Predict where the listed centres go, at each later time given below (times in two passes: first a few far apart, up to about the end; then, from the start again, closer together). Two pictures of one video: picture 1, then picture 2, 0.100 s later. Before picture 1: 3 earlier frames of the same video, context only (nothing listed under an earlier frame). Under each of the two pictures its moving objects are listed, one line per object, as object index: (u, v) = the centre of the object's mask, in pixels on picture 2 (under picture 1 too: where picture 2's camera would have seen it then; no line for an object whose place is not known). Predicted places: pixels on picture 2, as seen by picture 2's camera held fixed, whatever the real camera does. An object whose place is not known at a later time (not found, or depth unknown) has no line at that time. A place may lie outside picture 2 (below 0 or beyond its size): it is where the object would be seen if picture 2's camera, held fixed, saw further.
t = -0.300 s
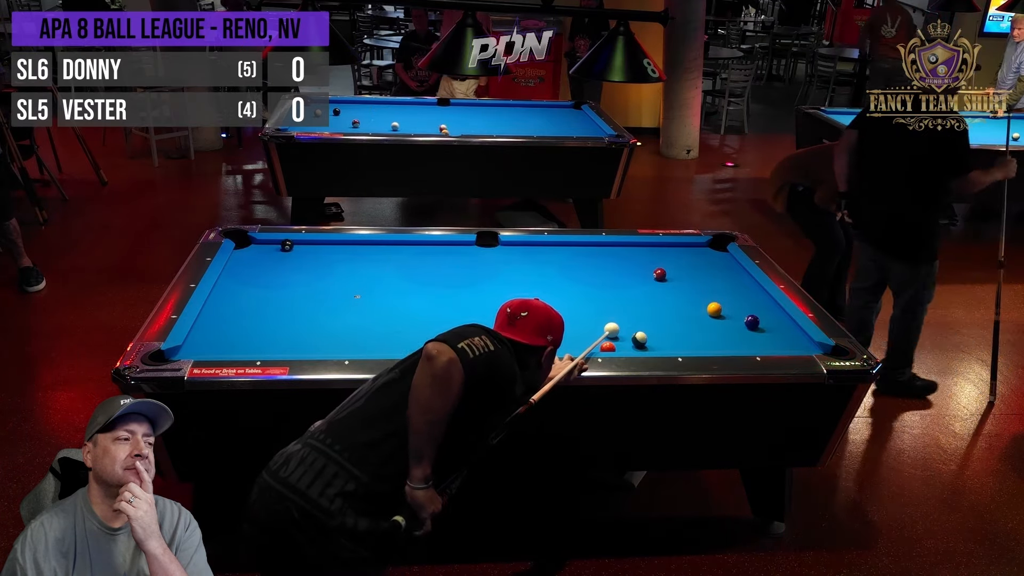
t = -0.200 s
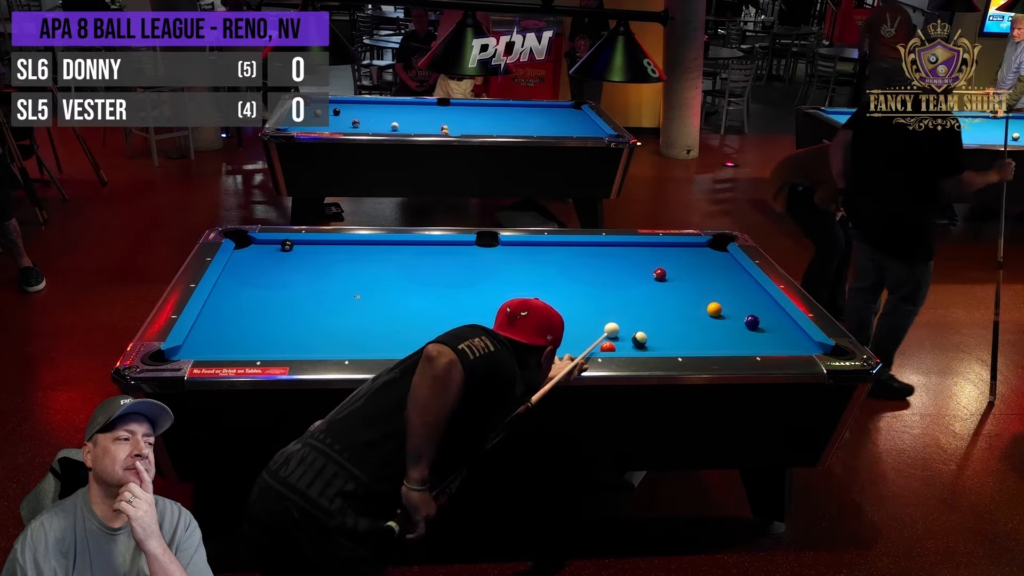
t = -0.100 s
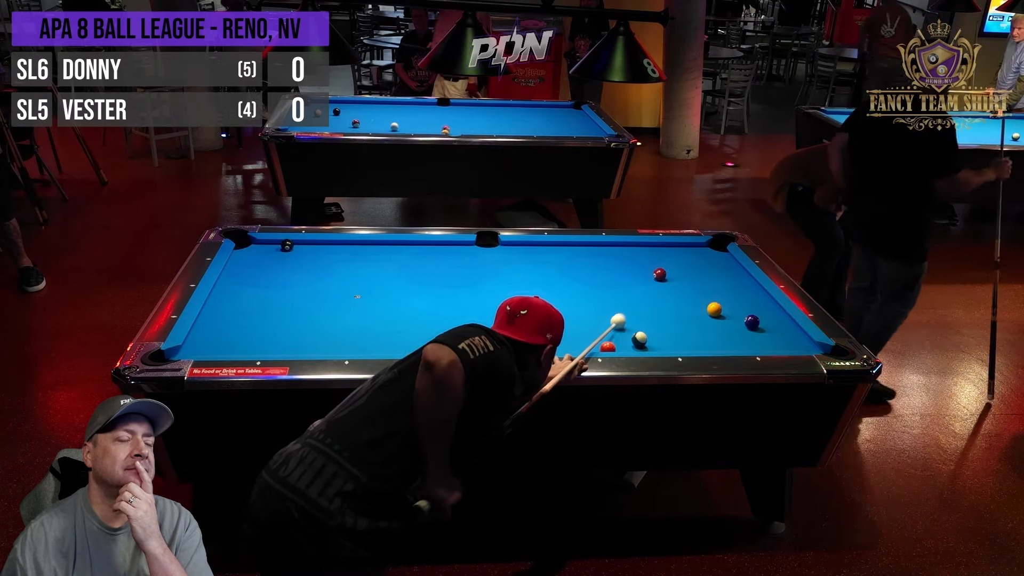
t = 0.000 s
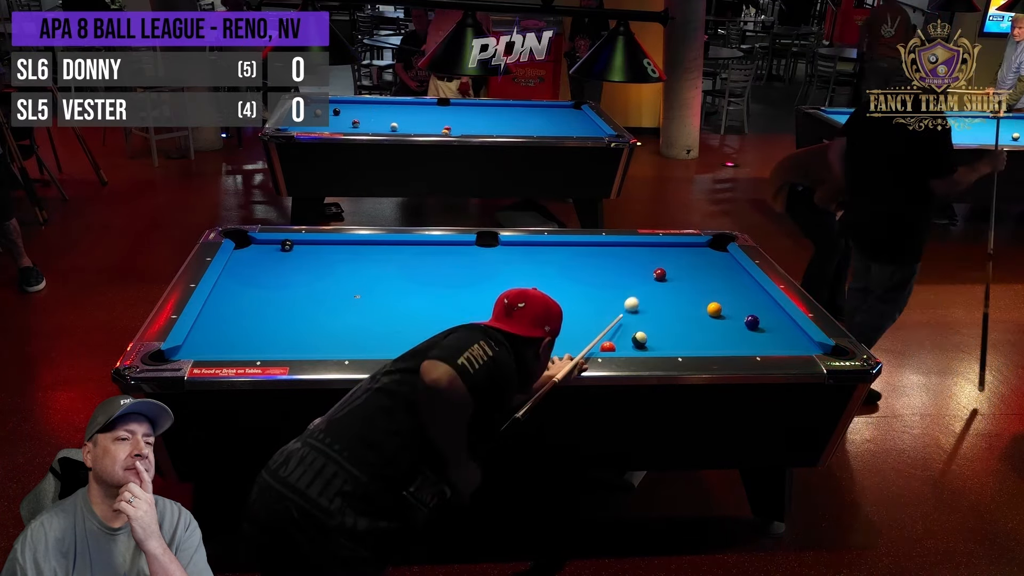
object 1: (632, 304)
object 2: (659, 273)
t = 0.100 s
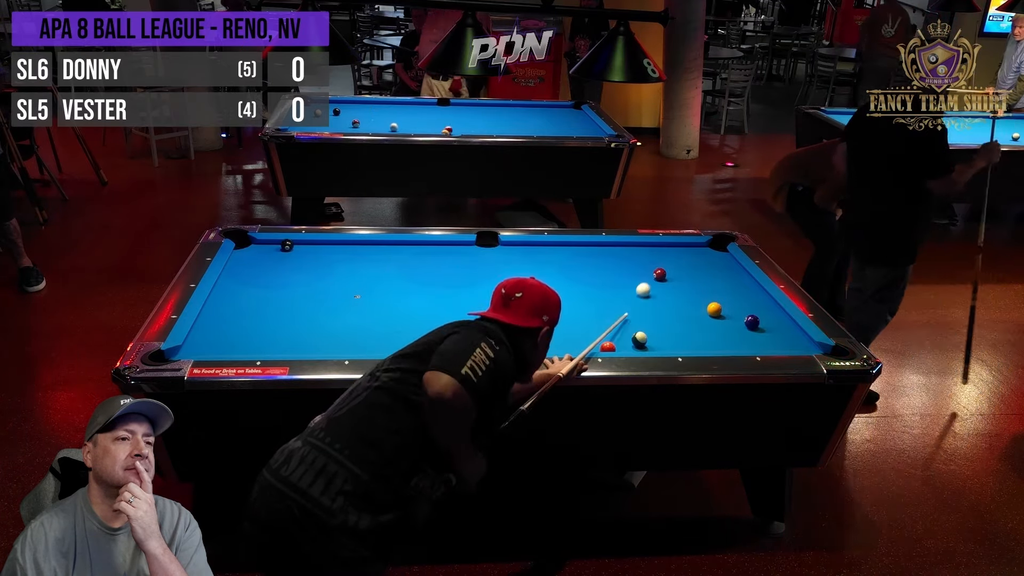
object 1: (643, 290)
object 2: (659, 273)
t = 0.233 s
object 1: (650, 276)
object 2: (666, 269)
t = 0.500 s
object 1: (639, 265)
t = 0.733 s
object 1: (633, 254)
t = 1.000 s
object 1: (627, 245)
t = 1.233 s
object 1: (632, 250)
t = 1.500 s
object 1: (636, 256)
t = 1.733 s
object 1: (641, 261)
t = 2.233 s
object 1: (647, 271)
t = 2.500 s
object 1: (651, 276)
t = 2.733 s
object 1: (654, 281)
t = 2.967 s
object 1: (658, 284)
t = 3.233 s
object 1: (661, 288)
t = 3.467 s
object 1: (664, 292)
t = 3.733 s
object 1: (667, 295)
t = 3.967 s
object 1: (669, 297)
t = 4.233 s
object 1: (670, 300)
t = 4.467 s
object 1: (671, 302)
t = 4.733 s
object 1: (673, 303)
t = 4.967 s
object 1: (674, 304)
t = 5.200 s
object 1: (674, 304)
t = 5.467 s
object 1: (674, 305)
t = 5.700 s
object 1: (675, 304)
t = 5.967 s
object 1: (674, 305)
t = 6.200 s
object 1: (674, 305)
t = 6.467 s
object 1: (674, 305)
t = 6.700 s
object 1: (674, 305)
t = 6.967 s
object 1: (674, 305)
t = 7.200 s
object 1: (675, 305)
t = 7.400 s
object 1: (675, 305)
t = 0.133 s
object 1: (647, 285)
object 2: (659, 273)
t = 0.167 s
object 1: (650, 281)
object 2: (660, 273)
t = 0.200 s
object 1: (652, 277)
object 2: (662, 272)
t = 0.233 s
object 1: (650, 276)
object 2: (666, 269)
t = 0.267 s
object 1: (648, 275)
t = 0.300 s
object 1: (646, 274)
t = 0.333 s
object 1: (644, 273)
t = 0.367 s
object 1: (643, 271)
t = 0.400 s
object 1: (642, 269)
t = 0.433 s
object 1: (641, 268)
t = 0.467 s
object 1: (640, 266)
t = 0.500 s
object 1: (639, 265)
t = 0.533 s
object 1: (638, 263)
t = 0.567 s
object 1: (637, 262)
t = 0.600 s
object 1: (636, 260)
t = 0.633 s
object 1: (635, 259)
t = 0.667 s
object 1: (635, 257)
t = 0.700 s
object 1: (634, 256)
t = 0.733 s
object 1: (633, 254)
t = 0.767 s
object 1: (632, 253)
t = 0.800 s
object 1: (631, 252)
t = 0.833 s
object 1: (630, 250)
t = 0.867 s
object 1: (630, 249)
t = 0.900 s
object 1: (629, 248)
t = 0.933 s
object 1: (628, 246)
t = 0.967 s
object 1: (627, 245)
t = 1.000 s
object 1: (627, 245)
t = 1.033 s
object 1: (628, 246)
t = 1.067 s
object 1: (629, 247)
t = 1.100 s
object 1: (629, 248)
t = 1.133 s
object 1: (630, 248)
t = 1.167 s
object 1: (630, 249)
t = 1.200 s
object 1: (631, 250)
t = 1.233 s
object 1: (632, 250)
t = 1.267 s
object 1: (632, 251)
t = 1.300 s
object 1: (633, 252)
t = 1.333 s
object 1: (633, 253)
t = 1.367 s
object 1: (634, 253)
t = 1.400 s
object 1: (634, 254)
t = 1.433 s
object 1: (635, 255)
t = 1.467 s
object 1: (636, 256)
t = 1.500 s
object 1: (636, 256)
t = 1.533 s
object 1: (636, 257)
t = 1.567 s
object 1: (637, 258)
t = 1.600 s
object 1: (638, 258)
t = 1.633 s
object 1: (638, 259)
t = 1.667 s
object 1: (639, 260)
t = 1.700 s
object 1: (639, 261)
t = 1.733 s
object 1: (641, 261)
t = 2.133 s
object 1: (643, 267)
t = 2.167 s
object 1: (646, 270)
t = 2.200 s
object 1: (647, 271)
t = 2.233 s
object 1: (647, 271)
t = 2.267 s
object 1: (648, 272)
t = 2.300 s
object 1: (648, 273)
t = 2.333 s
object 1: (649, 273)
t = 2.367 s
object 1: (649, 274)
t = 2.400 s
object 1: (649, 274)
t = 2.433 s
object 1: (650, 275)
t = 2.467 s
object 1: (651, 276)
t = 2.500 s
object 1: (651, 276)
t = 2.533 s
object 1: (652, 277)
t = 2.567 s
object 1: (652, 278)
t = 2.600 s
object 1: (653, 278)
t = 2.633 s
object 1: (653, 279)
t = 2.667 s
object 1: (653, 279)
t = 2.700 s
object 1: (654, 280)
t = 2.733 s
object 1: (654, 281)
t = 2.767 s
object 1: (655, 281)
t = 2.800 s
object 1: (655, 282)
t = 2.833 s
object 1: (656, 282)
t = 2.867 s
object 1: (656, 283)
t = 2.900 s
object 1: (657, 283)
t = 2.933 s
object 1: (657, 284)
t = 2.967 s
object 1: (658, 284)
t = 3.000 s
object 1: (658, 285)
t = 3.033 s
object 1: (658, 285)
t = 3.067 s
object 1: (659, 286)
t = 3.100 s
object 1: (659, 286)
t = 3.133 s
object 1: (660, 287)
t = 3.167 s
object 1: (660, 287)
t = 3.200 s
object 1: (661, 288)
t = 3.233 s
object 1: (661, 288)
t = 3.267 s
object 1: (661, 289)
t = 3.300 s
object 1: (662, 289)
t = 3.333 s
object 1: (662, 290)
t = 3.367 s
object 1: (663, 290)
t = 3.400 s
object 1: (663, 291)
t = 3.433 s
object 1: (663, 291)
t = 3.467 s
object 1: (664, 292)
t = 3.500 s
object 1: (664, 292)
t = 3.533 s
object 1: (665, 292)
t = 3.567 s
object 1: (665, 293)
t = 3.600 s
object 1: (665, 293)
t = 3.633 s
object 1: (666, 294)
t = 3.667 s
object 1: (666, 294)
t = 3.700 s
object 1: (667, 294)
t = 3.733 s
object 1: (667, 295)
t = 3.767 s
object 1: (667, 295)
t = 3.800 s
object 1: (667, 296)
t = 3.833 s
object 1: (668, 296)
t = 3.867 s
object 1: (668, 296)
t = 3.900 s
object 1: (668, 297)
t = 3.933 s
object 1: (669, 297)
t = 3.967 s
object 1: (669, 297)
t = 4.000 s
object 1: (669, 298)
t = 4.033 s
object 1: (669, 298)
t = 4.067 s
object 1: (670, 298)
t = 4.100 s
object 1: (670, 299)
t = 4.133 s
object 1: (670, 299)
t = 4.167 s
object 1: (670, 299)
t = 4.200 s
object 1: (670, 299)
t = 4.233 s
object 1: (670, 300)
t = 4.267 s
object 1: (671, 300)
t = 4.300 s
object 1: (671, 300)
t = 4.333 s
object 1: (671, 301)
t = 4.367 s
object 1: (671, 301)
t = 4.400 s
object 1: (671, 301)
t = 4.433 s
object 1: (671, 301)
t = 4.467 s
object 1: (671, 302)
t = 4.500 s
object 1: (672, 302)
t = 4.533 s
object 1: (672, 302)
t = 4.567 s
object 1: (672, 302)
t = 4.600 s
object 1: (672, 302)
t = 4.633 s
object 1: (672, 303)
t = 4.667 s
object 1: (672, 303)
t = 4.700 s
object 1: (673, 303)
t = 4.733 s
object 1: (673, 303)
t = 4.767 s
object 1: (673, 303)
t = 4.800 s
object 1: (673, 303)
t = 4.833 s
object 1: (673, 304)
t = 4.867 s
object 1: (673, 304)
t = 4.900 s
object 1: (674, 304)
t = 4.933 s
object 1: (674, 304)
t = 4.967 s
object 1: (674, 304)
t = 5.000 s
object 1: (674, 304)
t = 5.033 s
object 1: (674, 304)
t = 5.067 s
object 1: (674, 304)
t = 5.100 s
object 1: (674, 304)
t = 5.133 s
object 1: (674, 304)
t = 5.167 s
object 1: (674, 304)
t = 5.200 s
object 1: (674, 304)
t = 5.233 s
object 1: (674, 305)
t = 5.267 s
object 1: (674, 305)
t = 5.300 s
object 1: (674, 305)
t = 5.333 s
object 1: (674, 305)
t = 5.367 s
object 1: (674, 305)
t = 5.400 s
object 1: (674, 305)
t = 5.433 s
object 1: (674, 305)
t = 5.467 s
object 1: (674, 305)
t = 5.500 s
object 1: (674, 305)
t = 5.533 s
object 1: (674, 305)
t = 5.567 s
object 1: (674, 305)
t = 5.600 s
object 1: (674, 305)
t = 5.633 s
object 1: (674, 305)
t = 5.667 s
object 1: (674, 305)
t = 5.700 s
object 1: (675, 304)
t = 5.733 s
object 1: (674, 305)
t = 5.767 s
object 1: (674, 305)
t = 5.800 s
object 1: (674, 305)
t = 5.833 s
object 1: (674, 305)
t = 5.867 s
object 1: (674, 305)
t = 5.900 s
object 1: (674, 305)
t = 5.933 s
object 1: (674, 305)
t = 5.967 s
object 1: (674, 305)
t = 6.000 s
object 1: (674, 305)
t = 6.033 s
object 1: (674, 305)
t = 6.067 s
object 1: (674, 305)
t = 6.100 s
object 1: (674, 305)
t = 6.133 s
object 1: (674, 305)
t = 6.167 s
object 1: (674, 305)
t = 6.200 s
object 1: (674, 305)
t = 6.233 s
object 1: (675, 305)
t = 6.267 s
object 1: (674, 305)
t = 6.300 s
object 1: (674, 305)
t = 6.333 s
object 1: (674, 305)
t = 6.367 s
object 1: (674, 305)
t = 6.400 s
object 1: (674, 305)
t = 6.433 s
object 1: (674, 305)
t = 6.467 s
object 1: (674, 305)
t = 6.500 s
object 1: (675, 305)
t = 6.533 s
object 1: (675, 305)
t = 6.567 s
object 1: (674, 305)
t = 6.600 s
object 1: (674, 305)
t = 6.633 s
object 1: (674, 305)
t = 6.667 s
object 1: (674, 305)
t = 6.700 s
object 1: (674, 305)
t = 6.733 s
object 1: (674, 305)
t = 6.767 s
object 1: (675, 305)
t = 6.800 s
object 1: (674, 305)
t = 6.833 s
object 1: (674, 305)
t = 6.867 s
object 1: (674, 305)
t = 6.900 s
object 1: (675, 305)
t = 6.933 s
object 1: (674, 305)
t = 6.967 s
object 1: (674, 305)
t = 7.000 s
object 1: (674, 305)
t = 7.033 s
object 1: (674, 305)
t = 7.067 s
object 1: (674, 305)
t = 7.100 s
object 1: (675, 305)
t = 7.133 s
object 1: (674, 305)
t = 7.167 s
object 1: (675, 305)
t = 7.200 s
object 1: (675, 305)
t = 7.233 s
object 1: (675, 305)
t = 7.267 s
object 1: (675, 305)
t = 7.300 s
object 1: (675, 305)
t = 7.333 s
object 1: (674, 305)
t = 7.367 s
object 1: (674, 305)
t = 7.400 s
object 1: (675, 305)
